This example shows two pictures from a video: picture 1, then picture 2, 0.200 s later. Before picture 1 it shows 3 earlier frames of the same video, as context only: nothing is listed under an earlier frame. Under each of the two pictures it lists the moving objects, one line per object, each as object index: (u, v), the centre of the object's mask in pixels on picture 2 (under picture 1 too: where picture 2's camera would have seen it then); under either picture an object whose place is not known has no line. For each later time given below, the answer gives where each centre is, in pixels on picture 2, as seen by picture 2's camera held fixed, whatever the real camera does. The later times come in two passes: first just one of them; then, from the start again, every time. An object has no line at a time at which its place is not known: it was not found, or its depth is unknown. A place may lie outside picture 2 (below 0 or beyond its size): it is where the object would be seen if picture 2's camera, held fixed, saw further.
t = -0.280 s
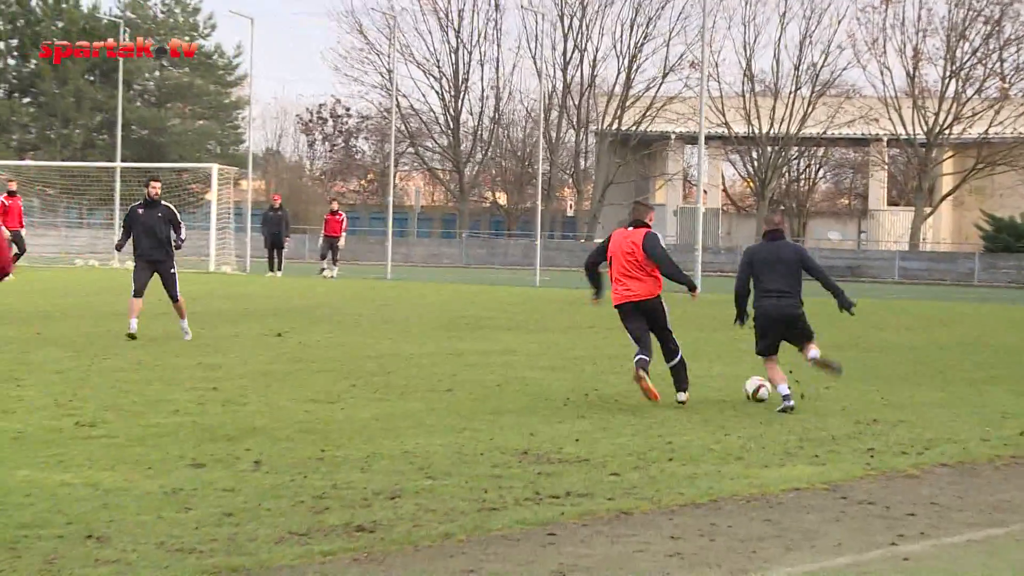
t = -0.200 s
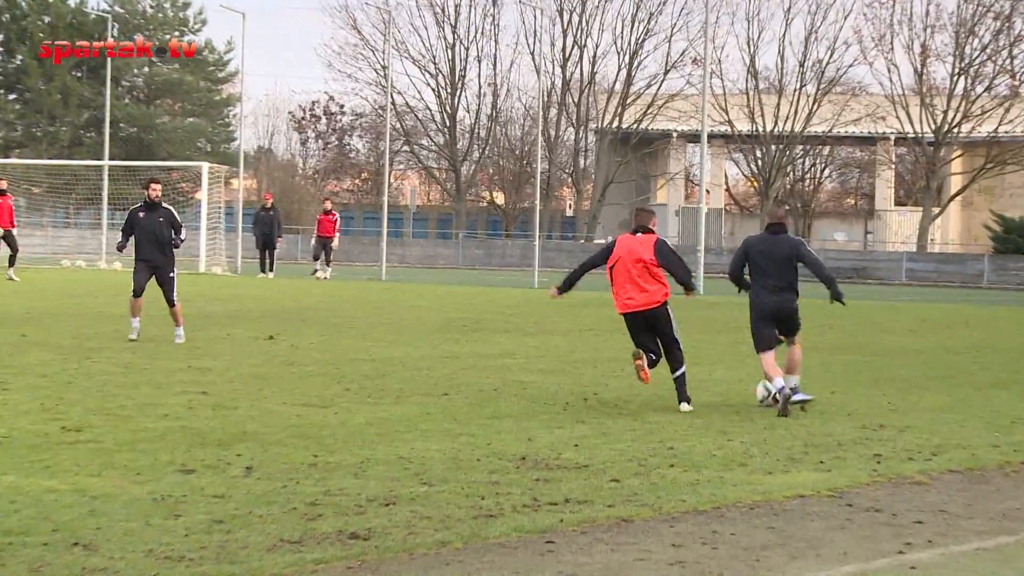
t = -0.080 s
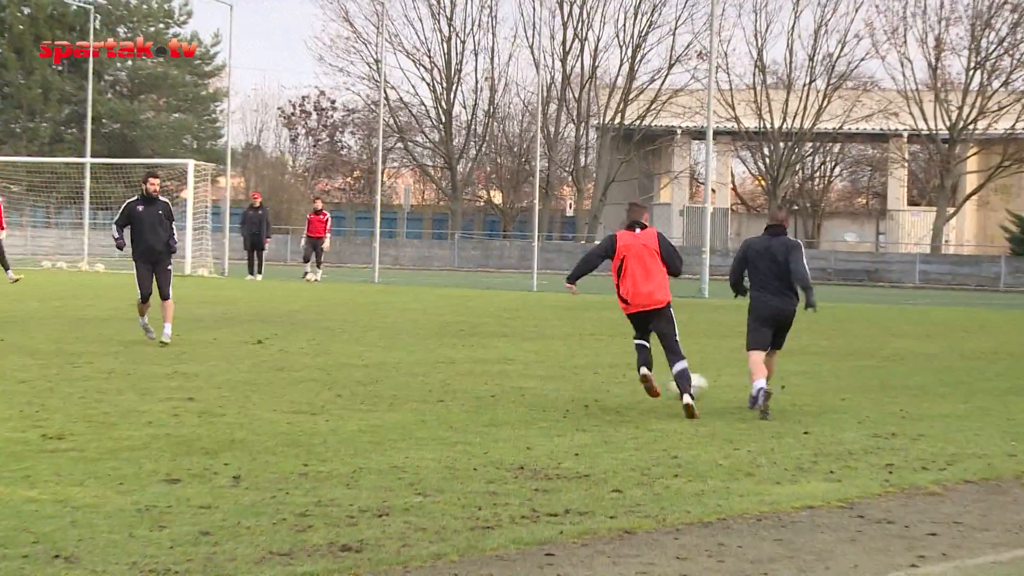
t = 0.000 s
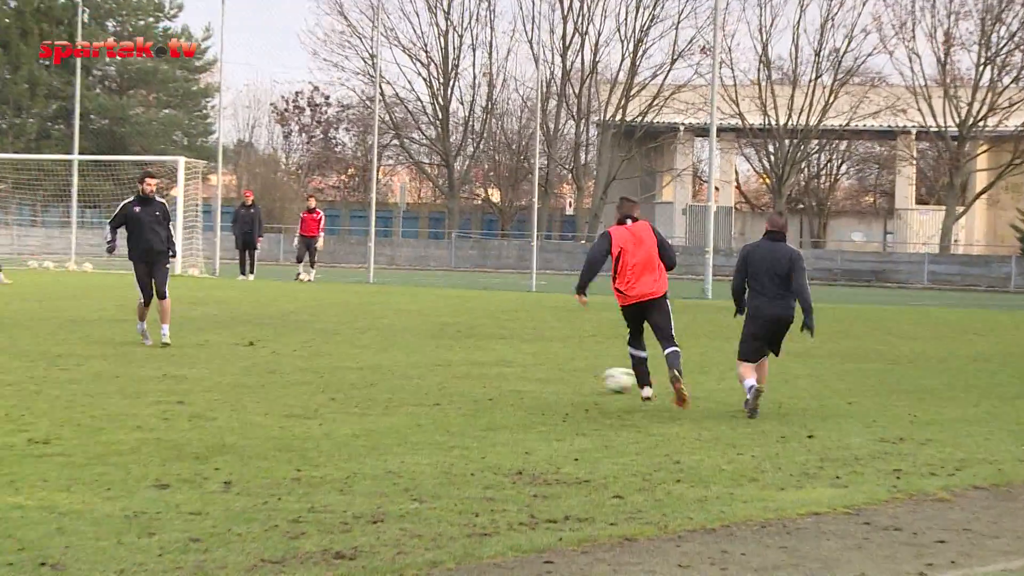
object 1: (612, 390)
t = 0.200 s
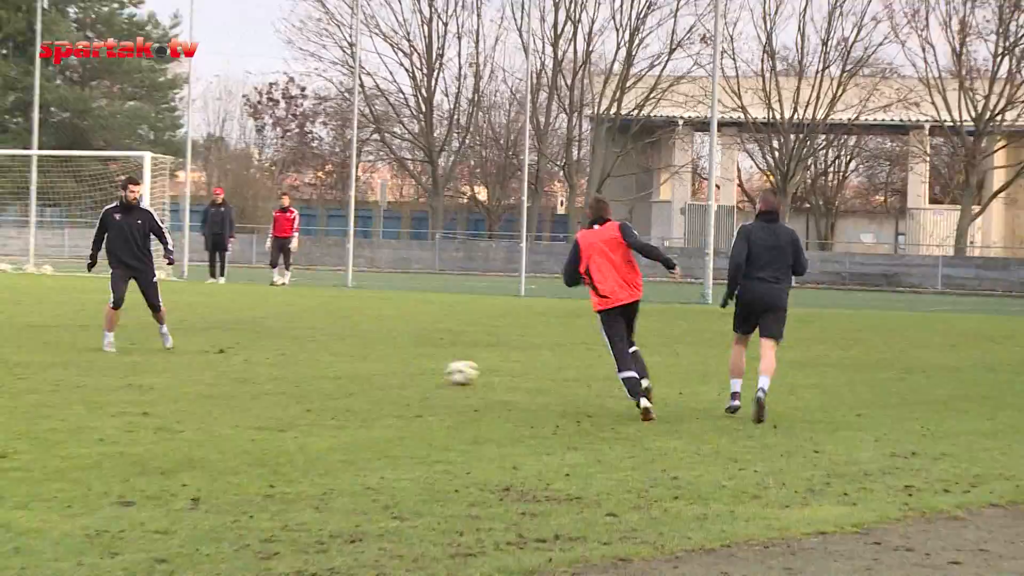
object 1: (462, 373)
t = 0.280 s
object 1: (411, 366)
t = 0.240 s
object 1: (435, 370)
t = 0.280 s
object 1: (411, 366)
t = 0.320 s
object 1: (389, 363)
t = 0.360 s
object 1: (367, 358)
